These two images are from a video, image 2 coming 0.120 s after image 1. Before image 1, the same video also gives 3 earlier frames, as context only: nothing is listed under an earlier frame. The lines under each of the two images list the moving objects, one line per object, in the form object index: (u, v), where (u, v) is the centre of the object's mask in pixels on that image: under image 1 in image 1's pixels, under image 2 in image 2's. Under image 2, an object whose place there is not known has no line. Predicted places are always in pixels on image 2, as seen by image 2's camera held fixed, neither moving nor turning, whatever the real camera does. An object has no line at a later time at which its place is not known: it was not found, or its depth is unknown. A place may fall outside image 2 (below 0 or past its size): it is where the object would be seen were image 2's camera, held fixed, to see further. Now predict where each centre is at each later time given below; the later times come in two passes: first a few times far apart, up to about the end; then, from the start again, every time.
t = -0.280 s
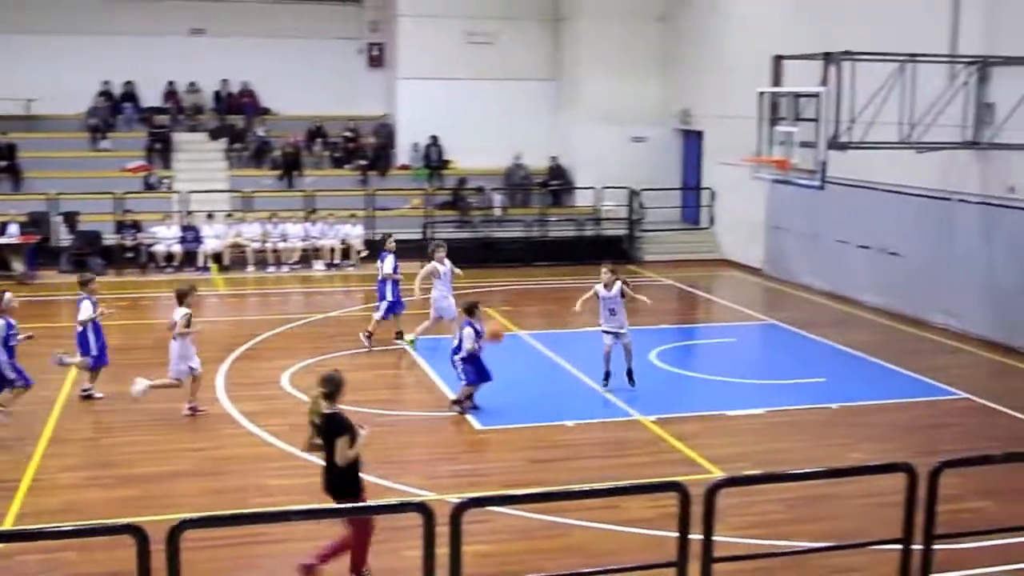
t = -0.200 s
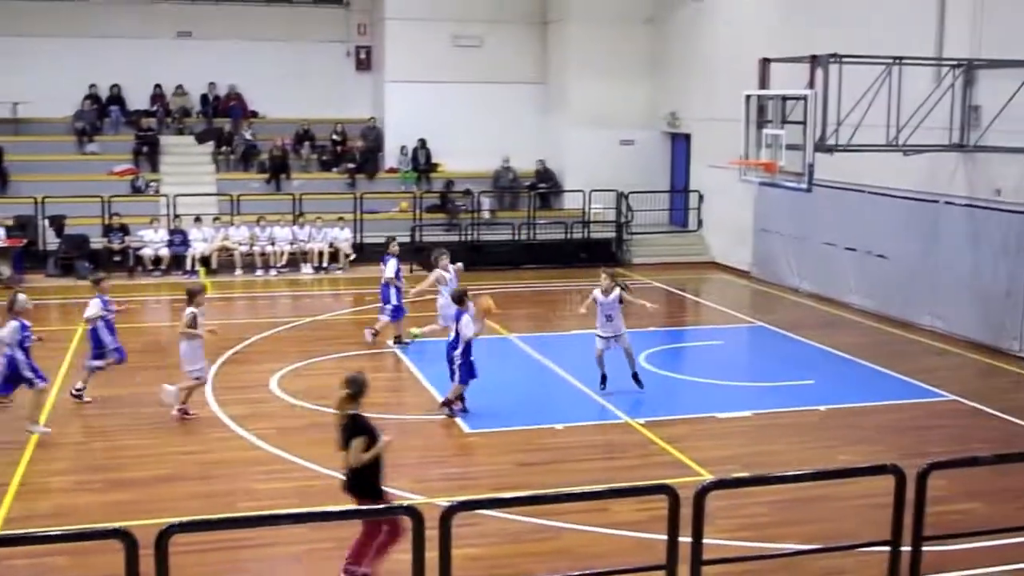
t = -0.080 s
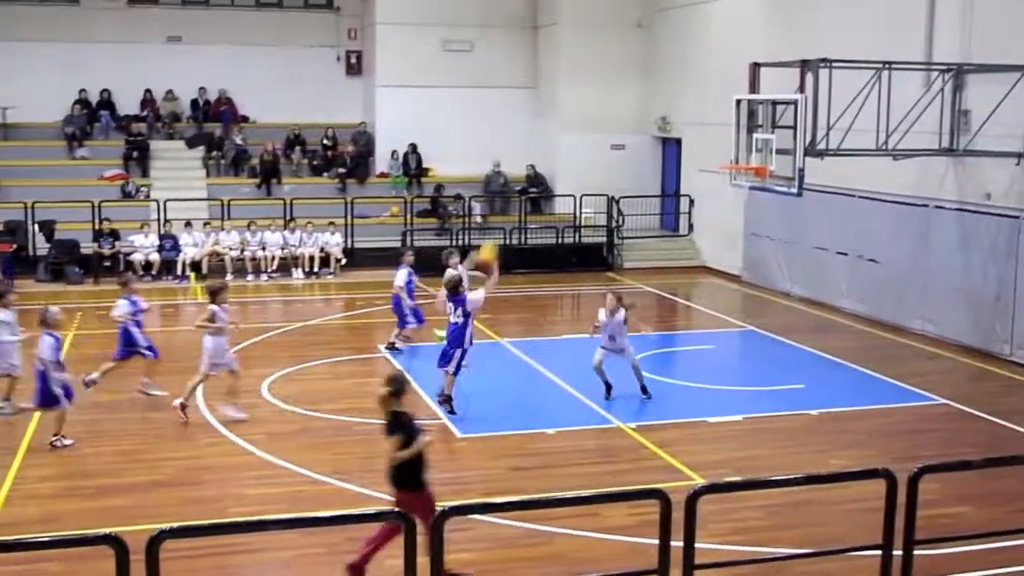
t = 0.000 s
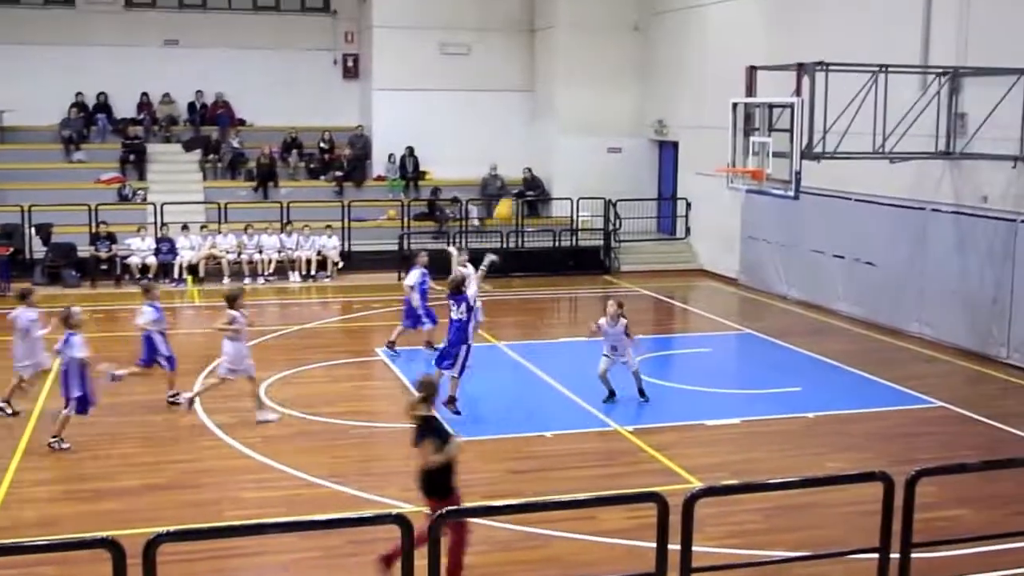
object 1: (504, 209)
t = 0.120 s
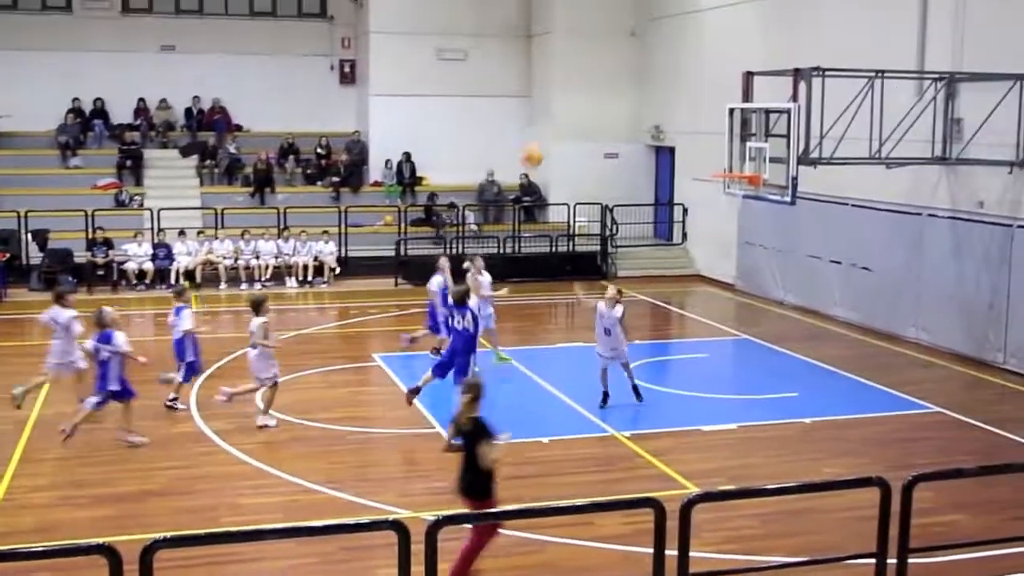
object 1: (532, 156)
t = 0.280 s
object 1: (568, 102)
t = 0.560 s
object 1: (627, 61)
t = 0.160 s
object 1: (542, 139)
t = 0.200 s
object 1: (551, 125)
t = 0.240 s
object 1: (560, 113)
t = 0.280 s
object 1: (568, 102)
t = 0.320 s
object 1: (580, 91)
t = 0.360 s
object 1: (587, 82)
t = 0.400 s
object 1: (595, 73)
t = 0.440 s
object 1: (604, 68)
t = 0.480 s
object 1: (612, 64)
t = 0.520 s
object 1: (619, 62)
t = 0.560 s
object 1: (627, 61)
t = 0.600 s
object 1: (634, 59)
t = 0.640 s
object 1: (641, 61)
